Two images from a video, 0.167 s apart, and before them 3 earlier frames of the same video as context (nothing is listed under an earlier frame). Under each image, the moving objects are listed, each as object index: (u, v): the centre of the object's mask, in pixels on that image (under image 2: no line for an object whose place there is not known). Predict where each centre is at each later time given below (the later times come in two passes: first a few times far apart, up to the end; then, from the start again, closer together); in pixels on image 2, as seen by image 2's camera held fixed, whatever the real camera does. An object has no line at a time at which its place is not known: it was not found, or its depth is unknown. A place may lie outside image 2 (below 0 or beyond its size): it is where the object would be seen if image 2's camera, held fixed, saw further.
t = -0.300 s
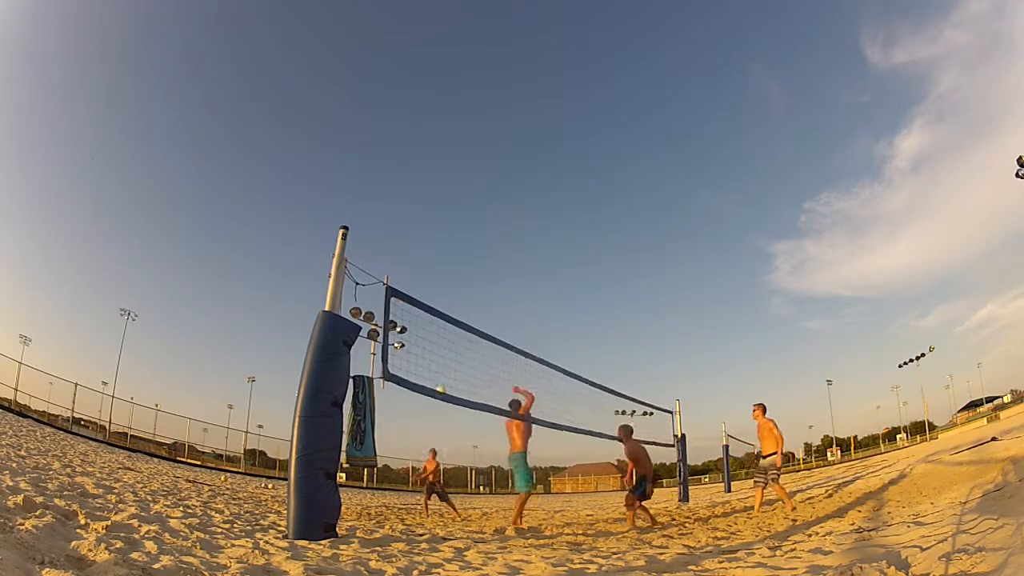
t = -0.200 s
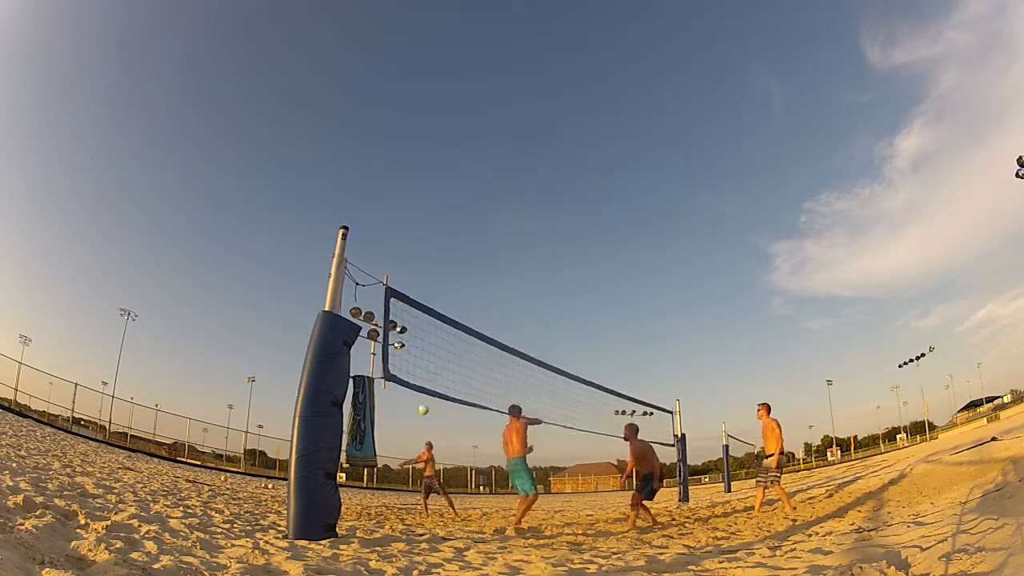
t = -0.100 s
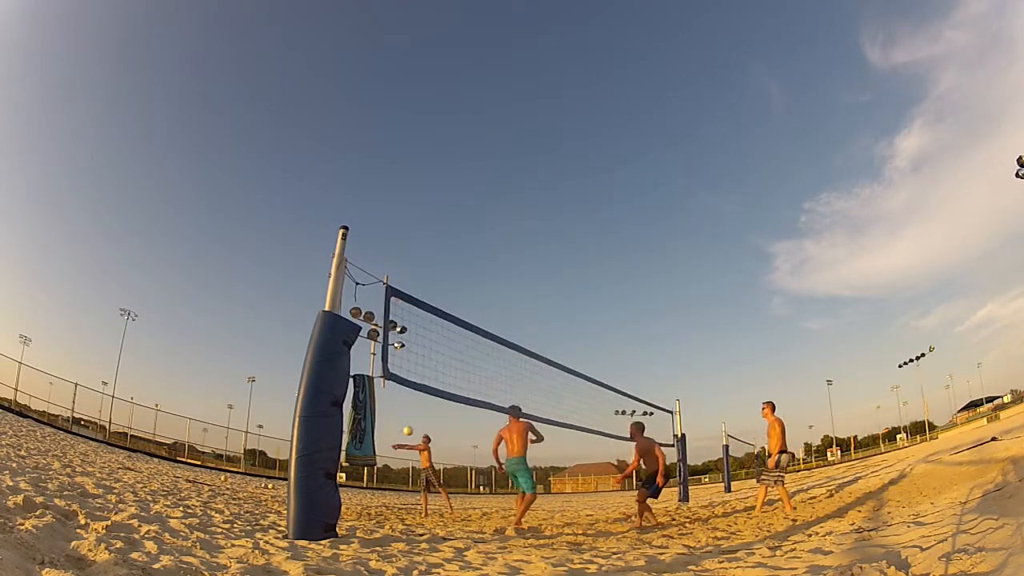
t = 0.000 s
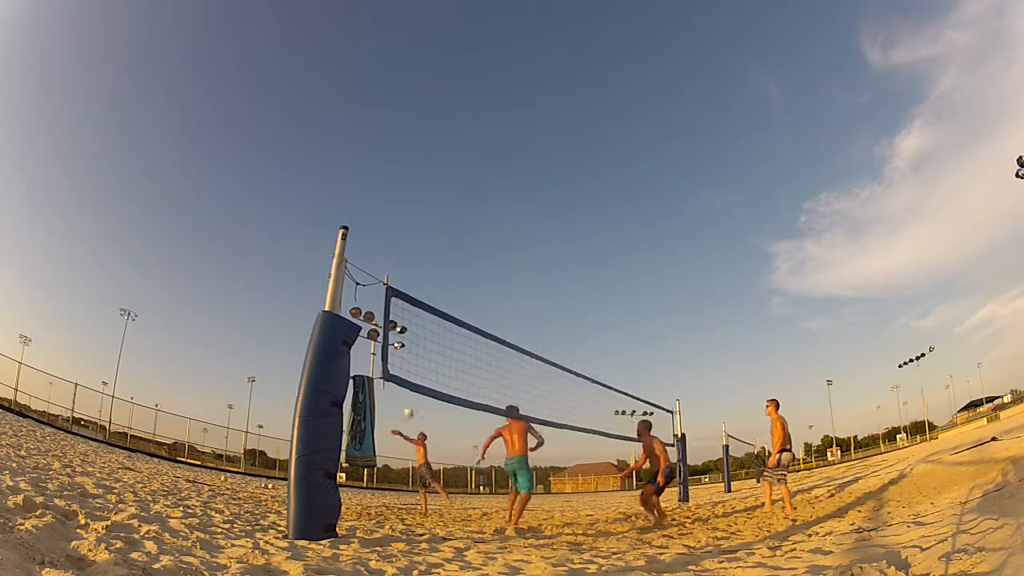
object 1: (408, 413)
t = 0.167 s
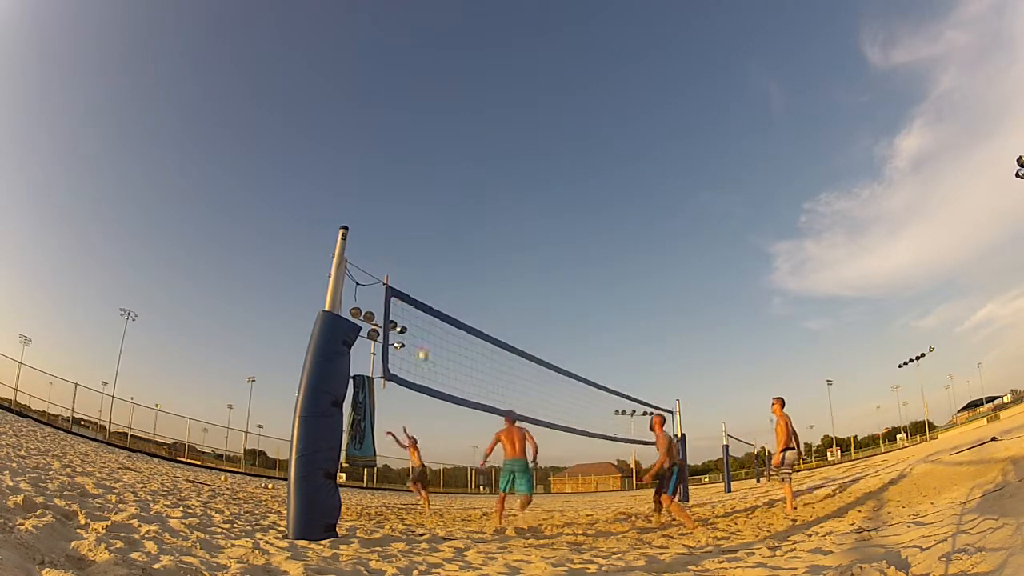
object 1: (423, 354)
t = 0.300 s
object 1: (434, 321)
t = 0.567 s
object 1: (455, 274)
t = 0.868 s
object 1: (477, 254)
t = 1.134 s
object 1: (495, 264)
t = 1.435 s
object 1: (518, 312)
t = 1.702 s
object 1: (542, 392)
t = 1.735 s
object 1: (545, 404)
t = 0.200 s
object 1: (426, 346)
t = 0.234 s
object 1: (428, 337)
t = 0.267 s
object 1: (431, 328)
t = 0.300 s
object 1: (434, 321)
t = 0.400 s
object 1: (442, 300)
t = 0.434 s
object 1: (445, 293)
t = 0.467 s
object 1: (448, 288)
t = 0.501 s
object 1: (450, 282)
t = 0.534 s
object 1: (453, 277)
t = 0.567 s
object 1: (455, 274)
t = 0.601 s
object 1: (457, 270)
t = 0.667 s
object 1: (463, 263)
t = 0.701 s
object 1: (466, 261)
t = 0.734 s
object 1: (467, 258)
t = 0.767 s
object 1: (470, 257)
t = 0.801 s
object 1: (472, 256)
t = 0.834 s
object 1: (474, 255)
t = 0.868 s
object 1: (477, 254)
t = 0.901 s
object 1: (479, 254)
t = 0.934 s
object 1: (481, 254)
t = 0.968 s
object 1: (484, 255)
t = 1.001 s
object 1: (486, 256)
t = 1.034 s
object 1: (489, 257)
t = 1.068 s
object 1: (491, 259)
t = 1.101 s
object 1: (493, 262)
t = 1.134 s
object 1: (495, 264)
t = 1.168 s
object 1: (498, 268)
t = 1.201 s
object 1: (500, 271)
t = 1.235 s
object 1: (503, 275)
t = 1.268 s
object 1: (505, 280)
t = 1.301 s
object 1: (507, 286)
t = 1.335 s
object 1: (511, 292)
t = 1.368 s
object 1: (512, 298)
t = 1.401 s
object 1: (516, 305)
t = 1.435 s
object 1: (518, 312)
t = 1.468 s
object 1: (521, 320)
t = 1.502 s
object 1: (524, 328)
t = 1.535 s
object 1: (526, 338)
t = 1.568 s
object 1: (530, 347)
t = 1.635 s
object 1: (536, 369)
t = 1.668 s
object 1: (539, 379)
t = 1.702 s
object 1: (542, 392)
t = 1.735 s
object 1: (545, 404)
